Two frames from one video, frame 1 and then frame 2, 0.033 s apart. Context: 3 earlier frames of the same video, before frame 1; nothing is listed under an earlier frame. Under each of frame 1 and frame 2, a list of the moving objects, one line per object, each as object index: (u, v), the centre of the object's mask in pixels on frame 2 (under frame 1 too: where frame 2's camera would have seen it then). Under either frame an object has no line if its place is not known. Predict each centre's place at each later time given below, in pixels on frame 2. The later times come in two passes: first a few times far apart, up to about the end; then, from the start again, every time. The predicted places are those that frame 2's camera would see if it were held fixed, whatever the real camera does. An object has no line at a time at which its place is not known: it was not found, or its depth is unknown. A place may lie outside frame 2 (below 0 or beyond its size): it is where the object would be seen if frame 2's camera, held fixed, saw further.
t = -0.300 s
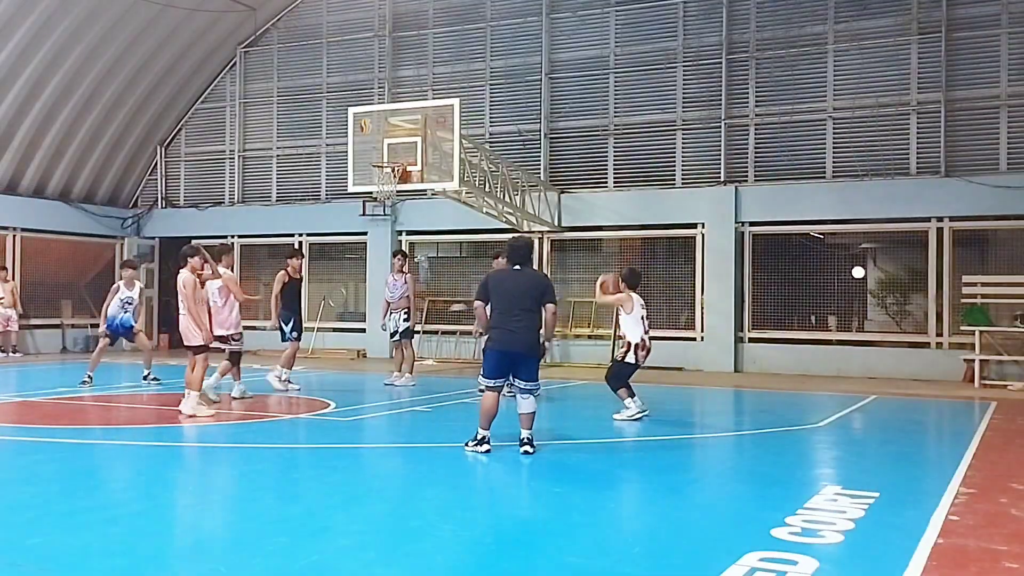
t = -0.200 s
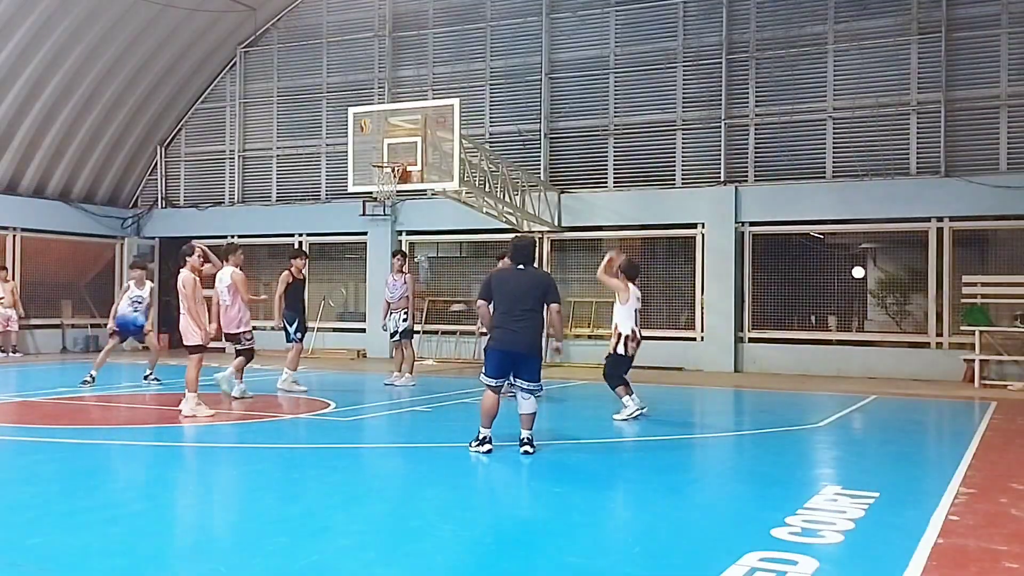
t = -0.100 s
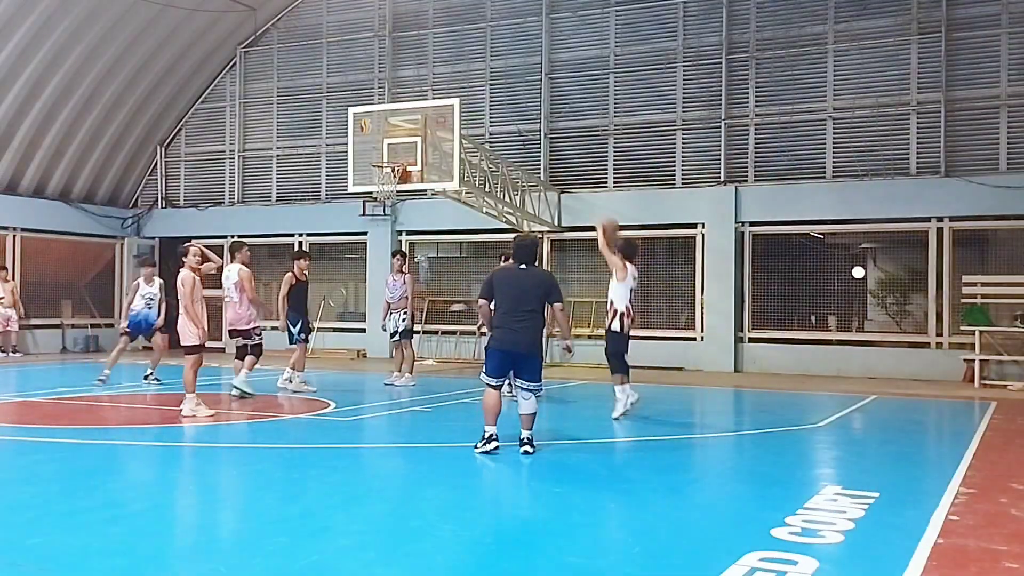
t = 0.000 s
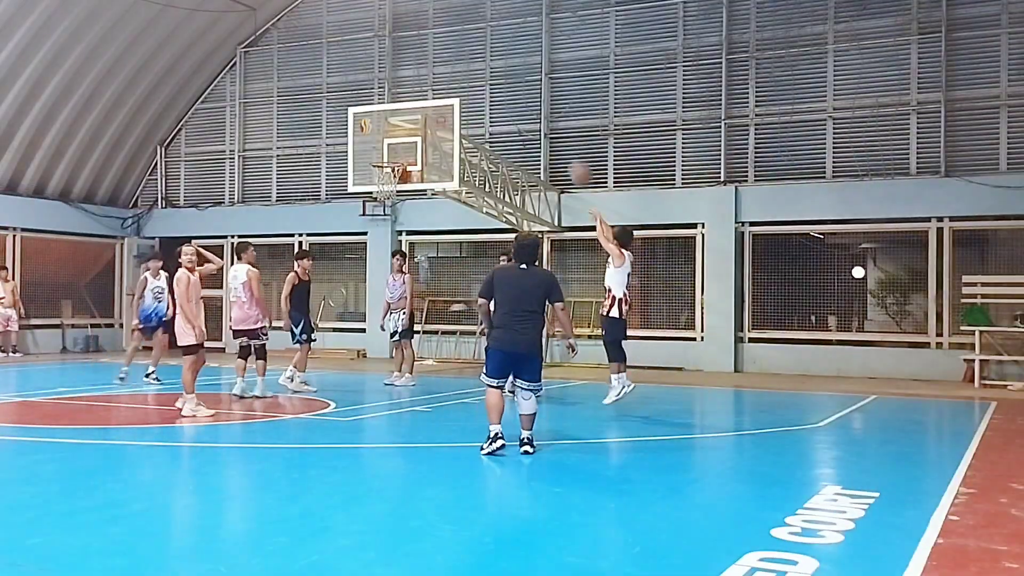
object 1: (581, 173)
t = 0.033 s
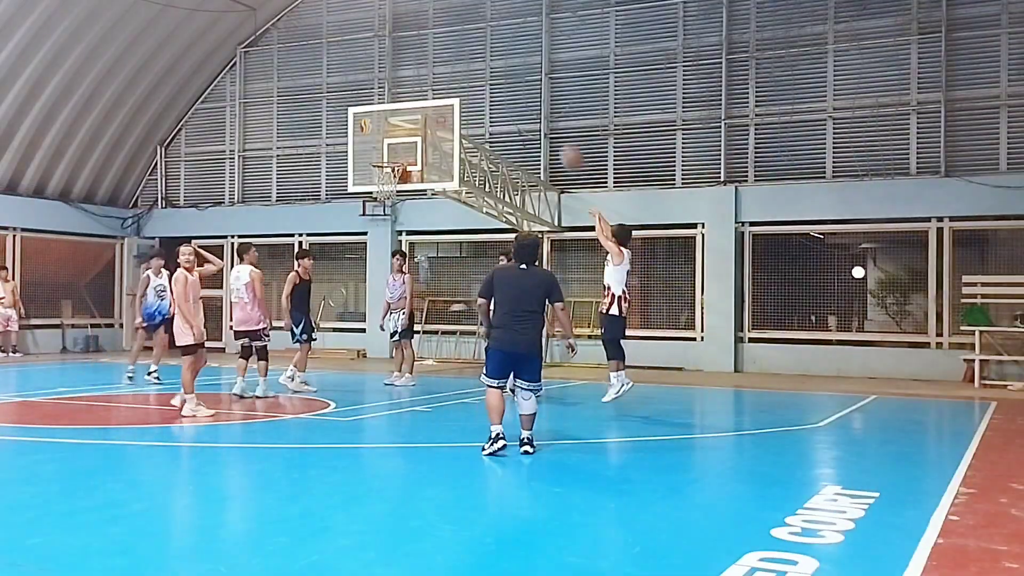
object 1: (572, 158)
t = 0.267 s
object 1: (514, 86)
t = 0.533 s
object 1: (459, 68)
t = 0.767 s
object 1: (419, 96)
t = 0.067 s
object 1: (562, 144)
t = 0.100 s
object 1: (554, 130)
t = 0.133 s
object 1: (546, 120)
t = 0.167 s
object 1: (538, 109)
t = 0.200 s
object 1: (530, 101)
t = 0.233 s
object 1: (522, 93)
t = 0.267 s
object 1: (514, 86)
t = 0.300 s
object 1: (506, 80)
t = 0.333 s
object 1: (500, 76)
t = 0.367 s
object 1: (492, 72)
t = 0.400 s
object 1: (486, 70)
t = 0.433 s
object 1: (478, 68)
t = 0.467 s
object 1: (471, 67)
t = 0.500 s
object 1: (465, 67)
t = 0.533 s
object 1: (459, 68)
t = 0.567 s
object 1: (453, 70)
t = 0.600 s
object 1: (446, 73)
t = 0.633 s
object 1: (441, 76)
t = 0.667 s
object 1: (435, 80)
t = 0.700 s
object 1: (429, 85)
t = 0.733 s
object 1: (424, 90)
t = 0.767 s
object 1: (419, 96)
